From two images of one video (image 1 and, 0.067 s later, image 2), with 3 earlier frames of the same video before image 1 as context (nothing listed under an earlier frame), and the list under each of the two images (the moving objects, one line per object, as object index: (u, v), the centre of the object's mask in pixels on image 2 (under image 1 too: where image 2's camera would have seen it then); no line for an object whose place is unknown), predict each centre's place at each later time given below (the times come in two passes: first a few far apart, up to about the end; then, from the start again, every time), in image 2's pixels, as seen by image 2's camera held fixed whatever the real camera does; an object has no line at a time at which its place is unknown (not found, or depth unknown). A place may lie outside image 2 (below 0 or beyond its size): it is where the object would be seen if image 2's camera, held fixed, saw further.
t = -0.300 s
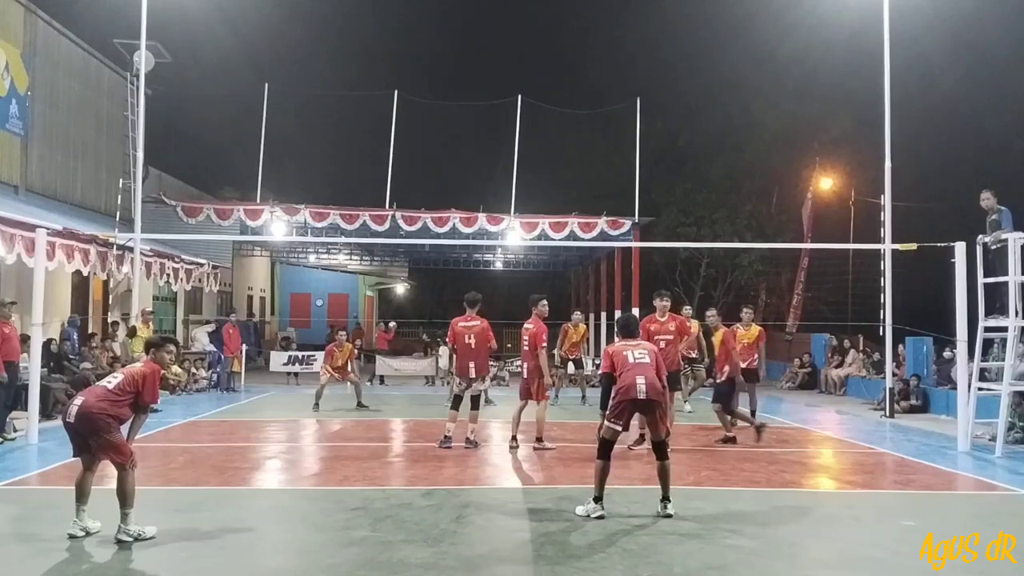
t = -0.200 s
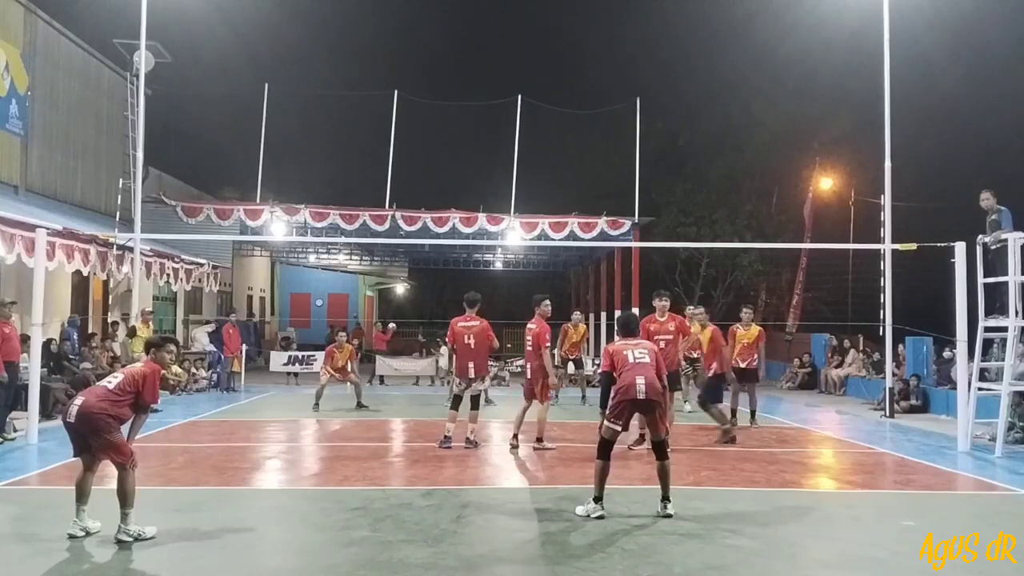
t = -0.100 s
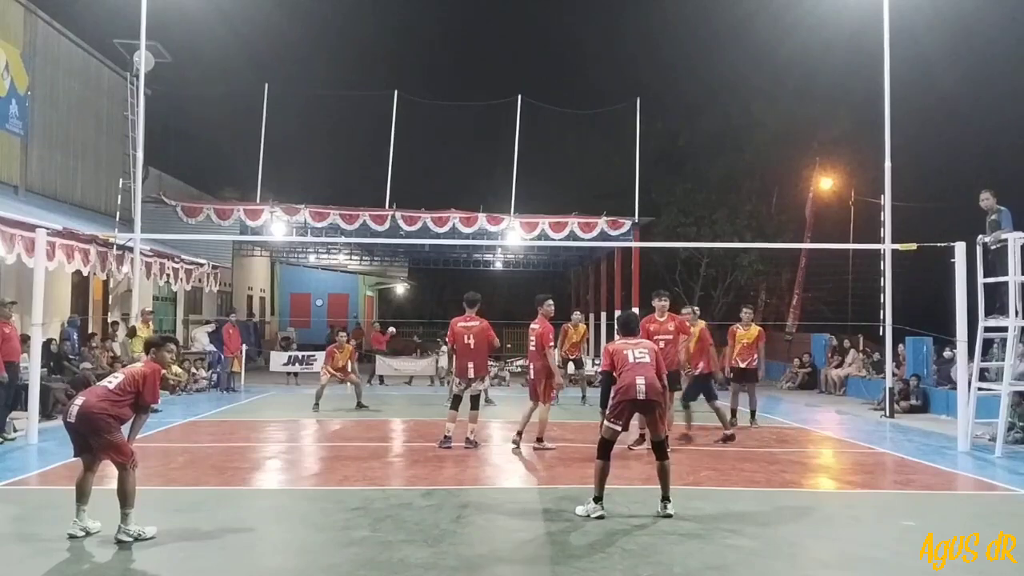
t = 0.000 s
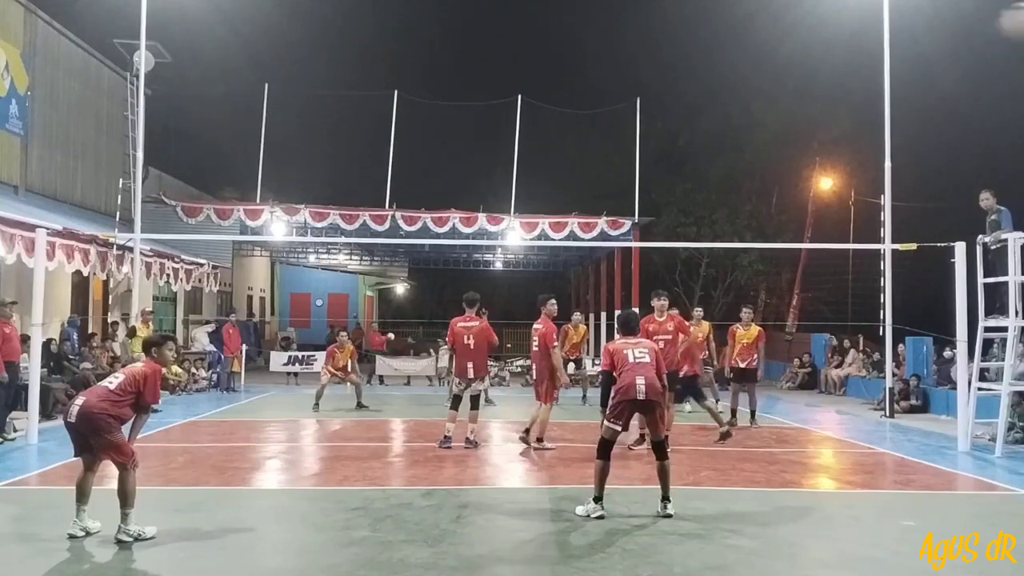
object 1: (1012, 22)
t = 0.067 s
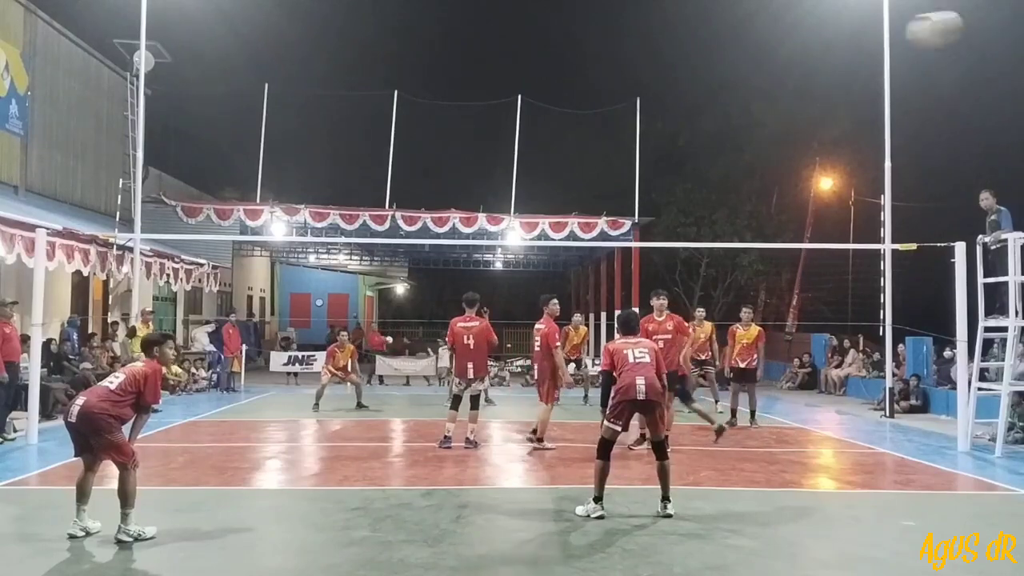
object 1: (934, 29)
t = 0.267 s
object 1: (762, 70)
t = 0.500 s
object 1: (655, 136)
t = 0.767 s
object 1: (583, 217)
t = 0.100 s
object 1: (896, 34)
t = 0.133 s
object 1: (862, 40)
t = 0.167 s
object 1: (833, 47)
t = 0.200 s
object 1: (807, 54)
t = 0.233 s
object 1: (783, 62)
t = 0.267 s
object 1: (762, 70)
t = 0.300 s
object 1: (743, 79)
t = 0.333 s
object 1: (725, 88)
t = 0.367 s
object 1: (709, 97)
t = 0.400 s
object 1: (694, 107)
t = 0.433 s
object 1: (680, 117)
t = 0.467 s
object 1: (667, 126)
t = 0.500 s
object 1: (655, 136)
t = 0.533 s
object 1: (644, 146)
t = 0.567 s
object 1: (633, 157)
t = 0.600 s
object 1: (623, 168)
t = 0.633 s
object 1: (613, 178)
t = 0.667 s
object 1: (605, 188)
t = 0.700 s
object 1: (597, 198)
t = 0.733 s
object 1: (590, 208)
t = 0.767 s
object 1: (583, 217)
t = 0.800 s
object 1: (577, 225)
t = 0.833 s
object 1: (570, 236)
